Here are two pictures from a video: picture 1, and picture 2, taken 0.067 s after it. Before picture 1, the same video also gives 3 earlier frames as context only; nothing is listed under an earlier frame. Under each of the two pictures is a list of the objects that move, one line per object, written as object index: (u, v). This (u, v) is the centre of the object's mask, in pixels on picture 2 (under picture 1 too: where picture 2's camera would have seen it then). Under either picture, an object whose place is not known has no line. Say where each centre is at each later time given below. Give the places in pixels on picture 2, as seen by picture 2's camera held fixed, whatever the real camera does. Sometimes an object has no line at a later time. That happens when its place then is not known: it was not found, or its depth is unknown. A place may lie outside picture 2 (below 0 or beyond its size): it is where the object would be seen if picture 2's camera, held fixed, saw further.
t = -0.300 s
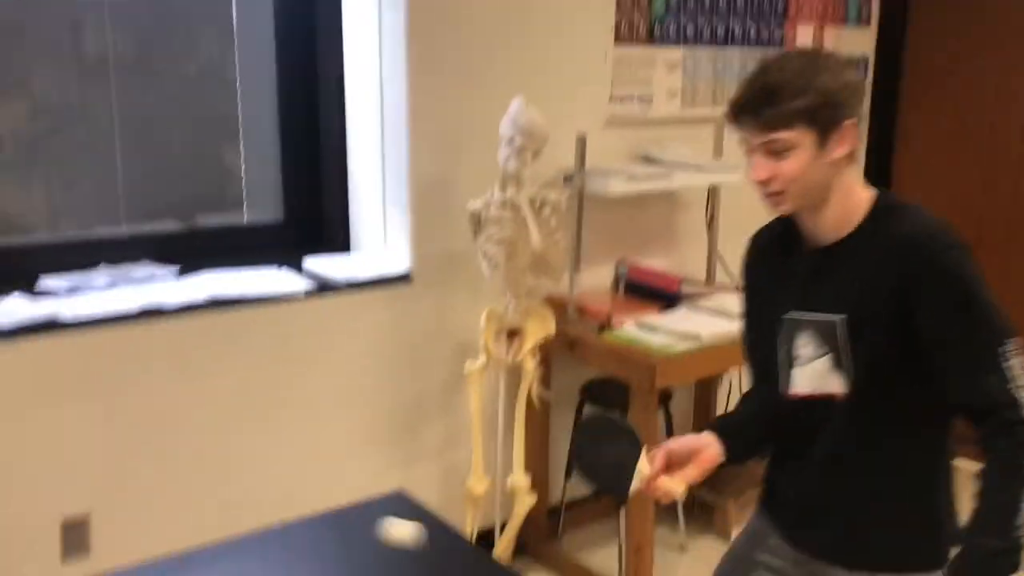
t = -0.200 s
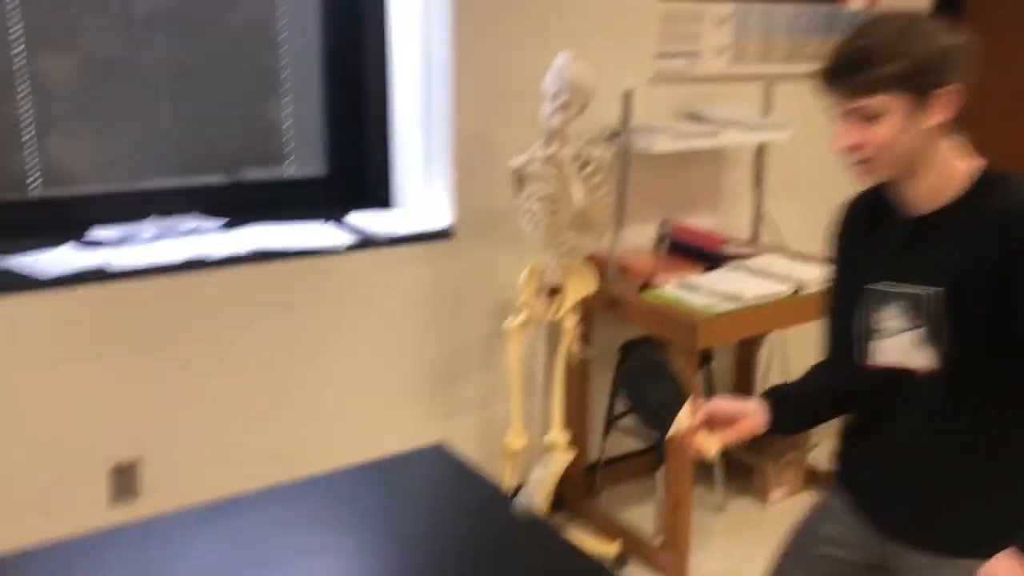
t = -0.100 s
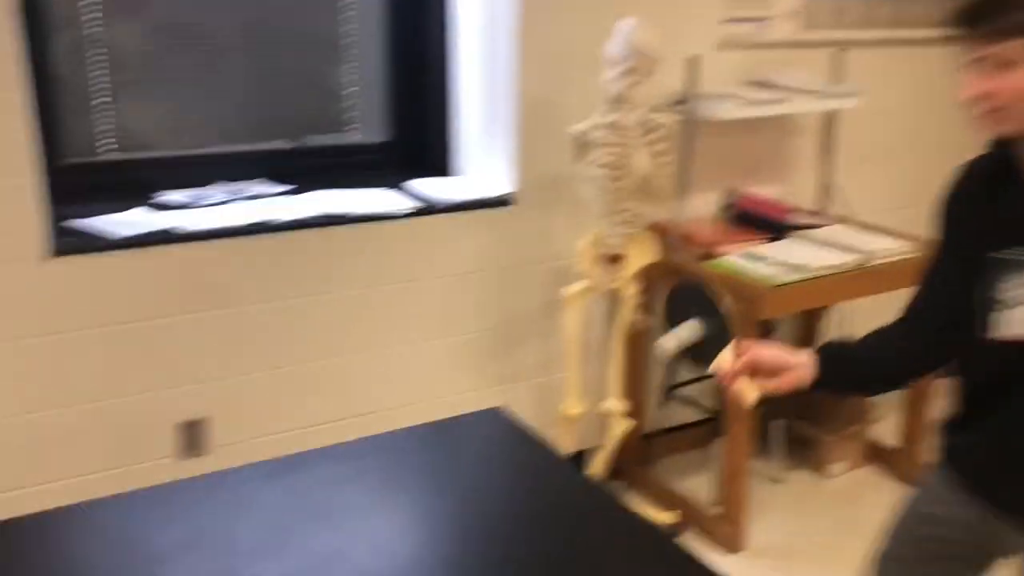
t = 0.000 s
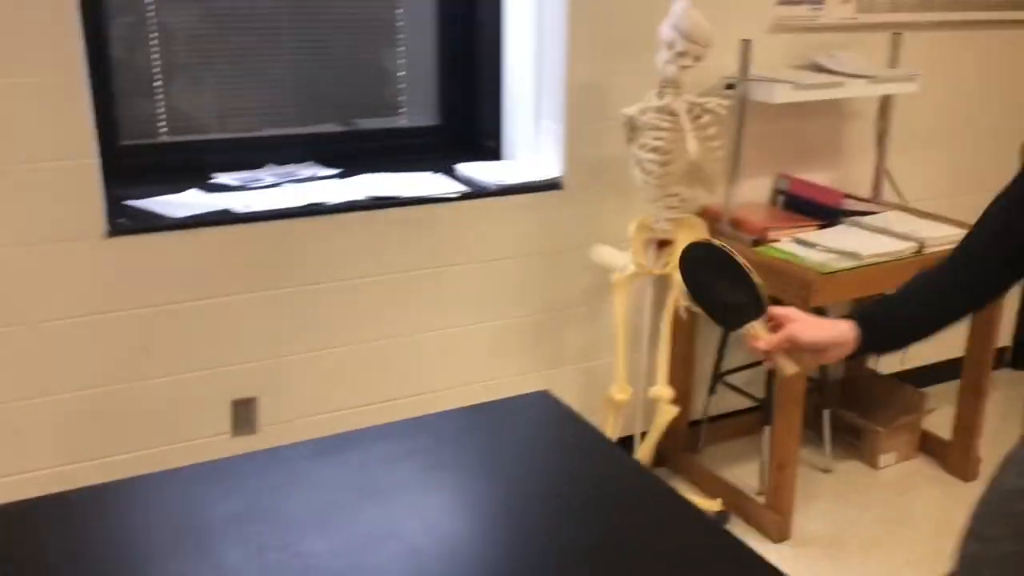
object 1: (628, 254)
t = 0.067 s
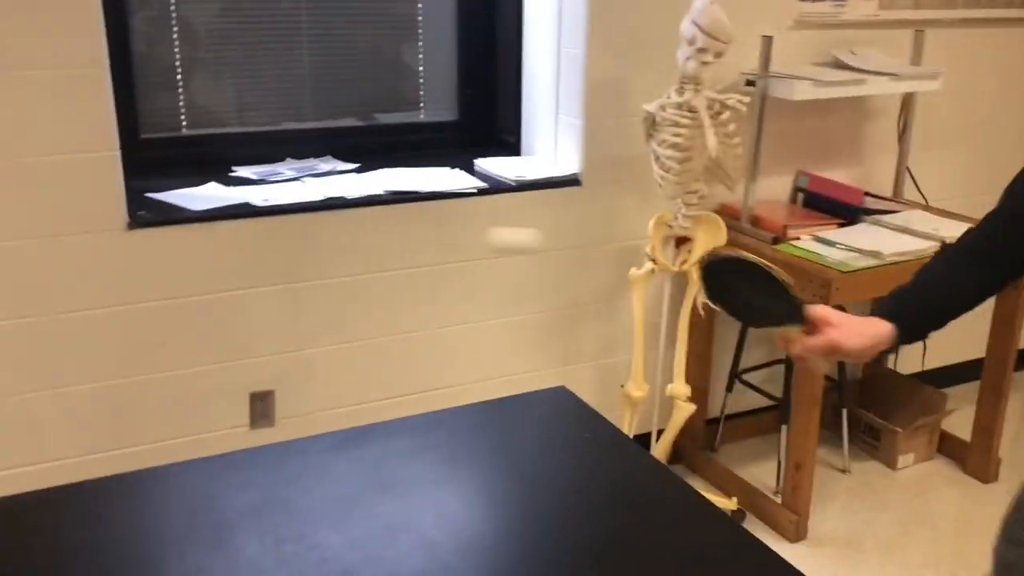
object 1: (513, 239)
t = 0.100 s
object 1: (448, 240)
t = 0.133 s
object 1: (382, 250)
